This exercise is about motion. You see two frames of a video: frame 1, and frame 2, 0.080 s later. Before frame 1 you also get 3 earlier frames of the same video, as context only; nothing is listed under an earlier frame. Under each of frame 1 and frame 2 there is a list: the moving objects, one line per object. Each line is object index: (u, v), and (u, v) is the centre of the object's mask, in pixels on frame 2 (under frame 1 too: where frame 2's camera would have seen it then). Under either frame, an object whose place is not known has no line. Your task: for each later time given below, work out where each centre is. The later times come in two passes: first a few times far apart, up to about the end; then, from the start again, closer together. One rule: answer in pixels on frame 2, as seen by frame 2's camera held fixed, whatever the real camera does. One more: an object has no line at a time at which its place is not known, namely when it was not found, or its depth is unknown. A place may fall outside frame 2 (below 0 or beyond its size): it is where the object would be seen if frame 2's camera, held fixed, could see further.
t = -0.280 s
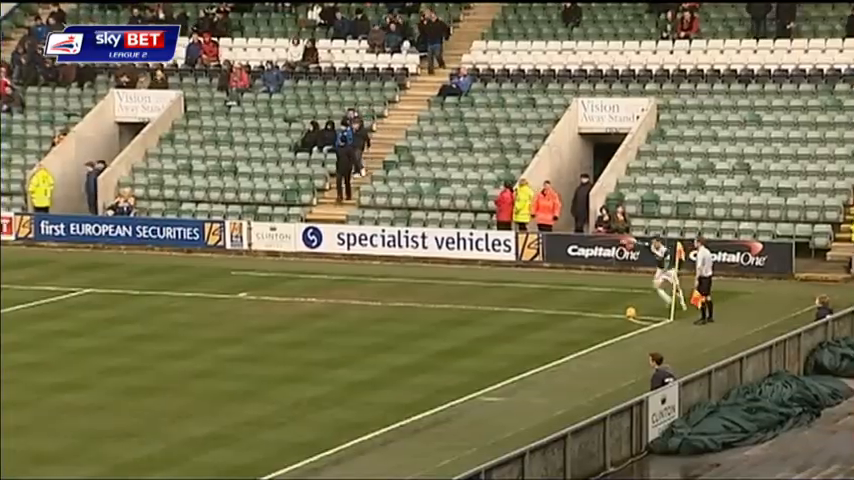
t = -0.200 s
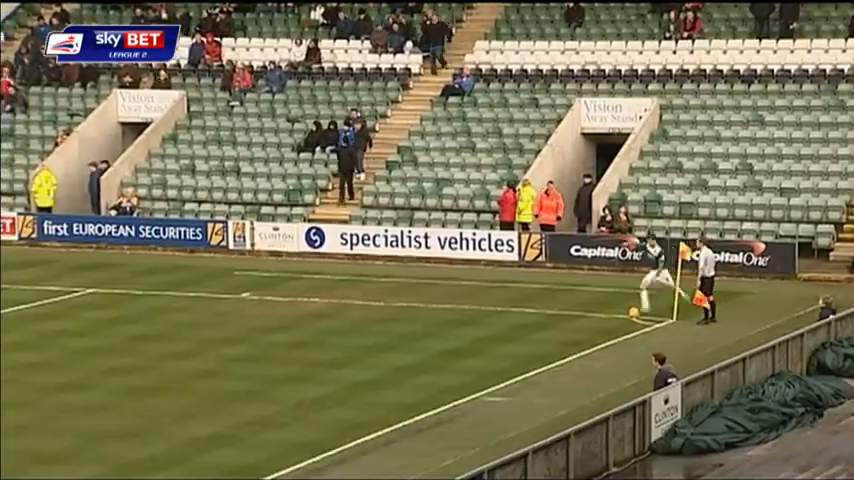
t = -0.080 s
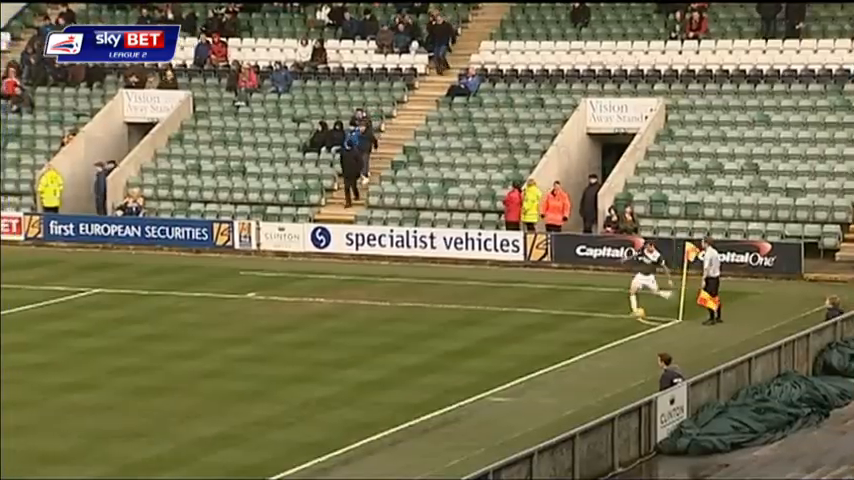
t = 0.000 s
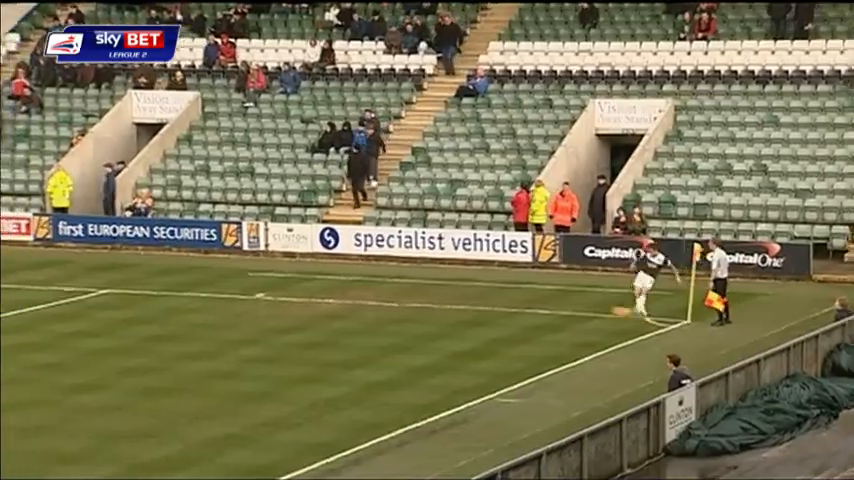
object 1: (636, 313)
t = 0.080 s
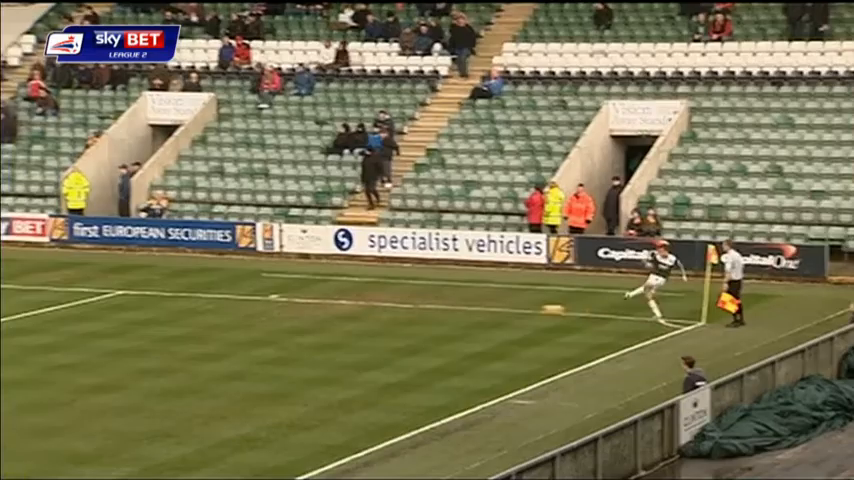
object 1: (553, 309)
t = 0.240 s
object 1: (381, 310)
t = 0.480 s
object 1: (107, 343)
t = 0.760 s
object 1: (-225, 393)
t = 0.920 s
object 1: (-409, 398)
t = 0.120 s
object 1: (511, 307)
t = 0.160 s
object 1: (468, 308)
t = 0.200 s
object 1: (424, 308)
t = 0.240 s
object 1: (381, 310)
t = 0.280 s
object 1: (337, 313)
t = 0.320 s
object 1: (293, 318)
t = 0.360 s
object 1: (247, 323)
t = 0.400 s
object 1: (201, 329)
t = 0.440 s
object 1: (154, 335)
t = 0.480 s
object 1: (107, 343)
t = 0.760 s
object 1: (-225, 393)
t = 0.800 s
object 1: (-270, 393)
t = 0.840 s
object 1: (-316, 393)
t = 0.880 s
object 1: (-362, 395)
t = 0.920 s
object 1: (-409, 398)
